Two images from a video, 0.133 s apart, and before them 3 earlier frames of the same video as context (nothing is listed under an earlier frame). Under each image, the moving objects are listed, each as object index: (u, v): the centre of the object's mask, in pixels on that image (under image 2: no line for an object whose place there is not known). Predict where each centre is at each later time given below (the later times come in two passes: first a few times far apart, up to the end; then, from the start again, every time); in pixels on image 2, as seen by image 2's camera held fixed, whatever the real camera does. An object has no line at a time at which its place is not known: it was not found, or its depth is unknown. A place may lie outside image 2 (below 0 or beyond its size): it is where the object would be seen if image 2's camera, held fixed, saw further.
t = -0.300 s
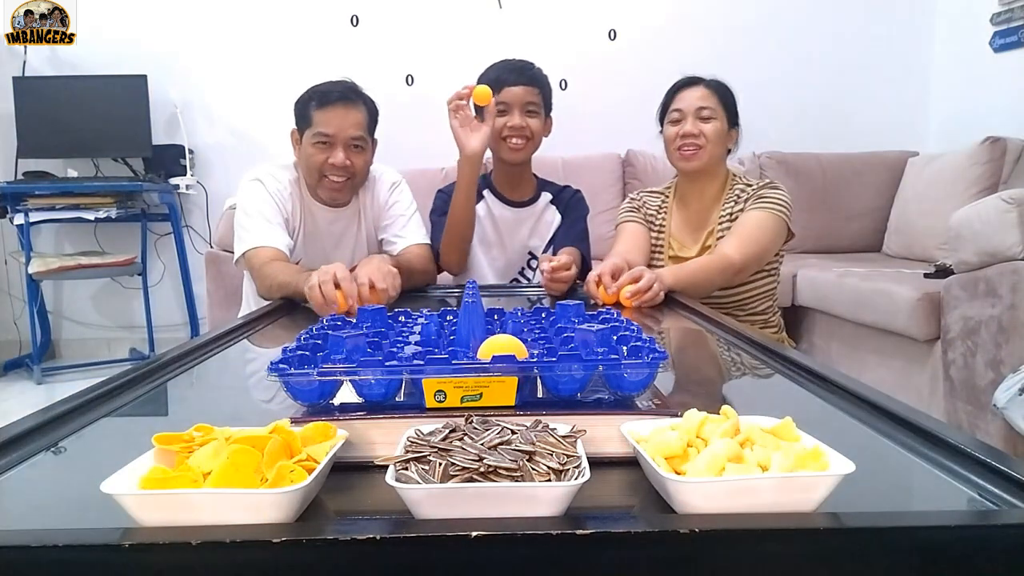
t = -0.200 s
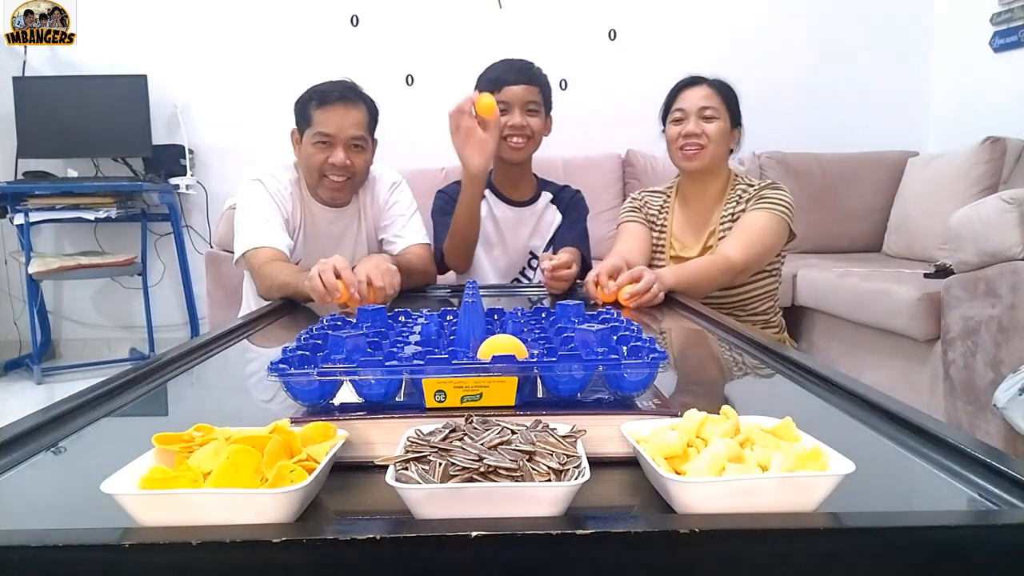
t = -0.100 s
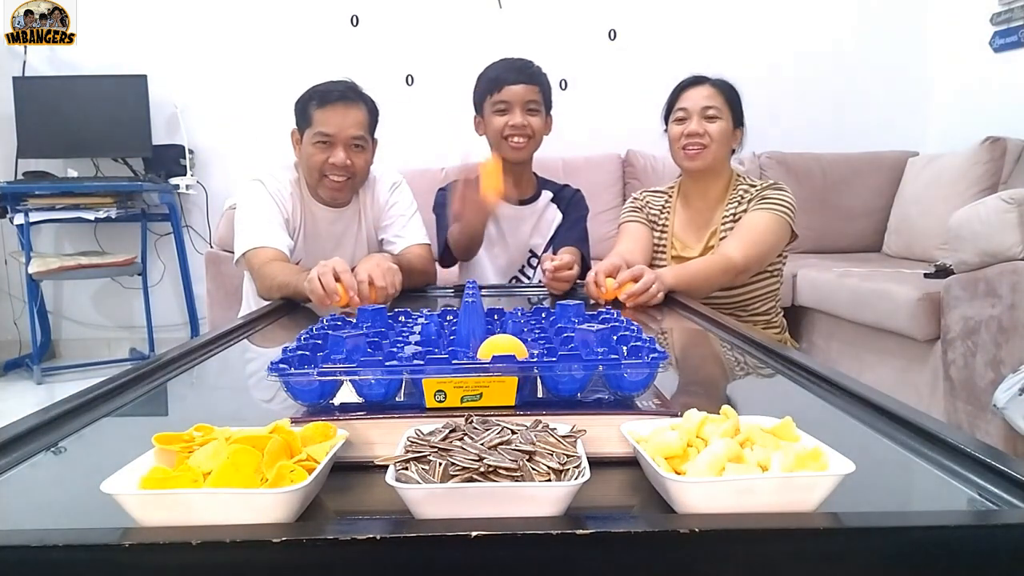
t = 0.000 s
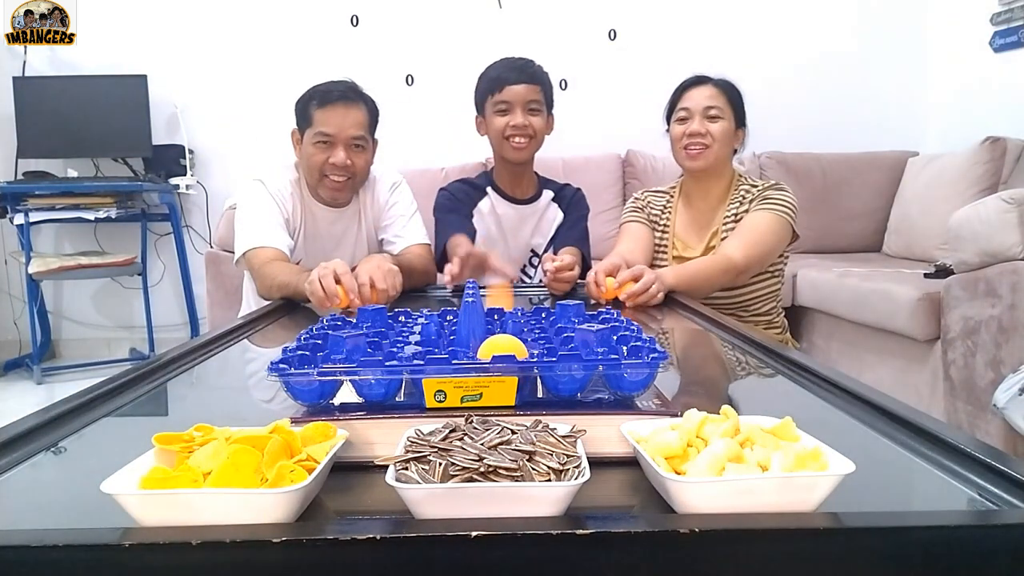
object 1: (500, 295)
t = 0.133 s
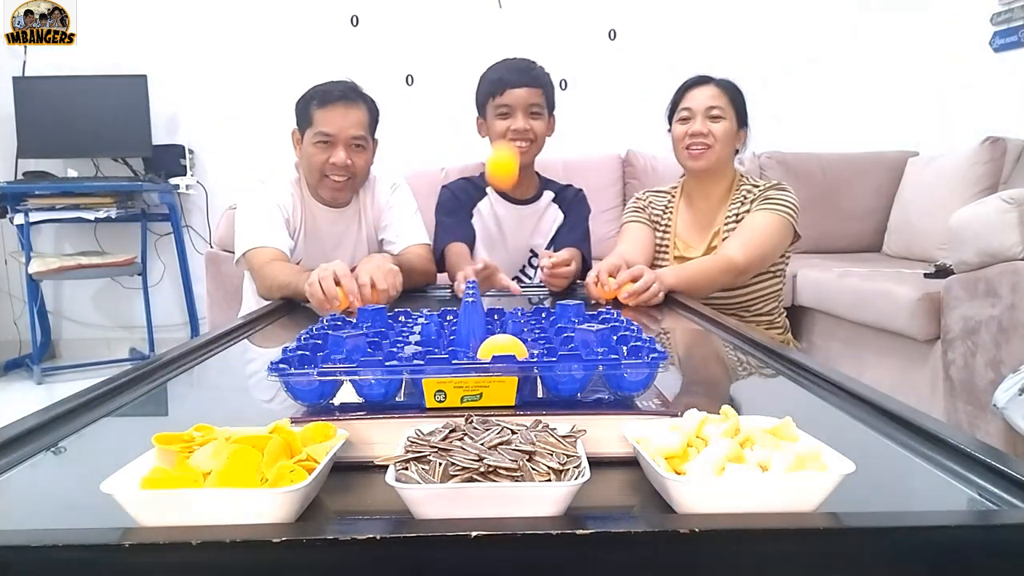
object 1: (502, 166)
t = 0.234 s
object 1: (508, 127)
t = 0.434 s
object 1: (525, 313)
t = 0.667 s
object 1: (568, 414)
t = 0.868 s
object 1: (694, 507)
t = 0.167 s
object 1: (505, 143)
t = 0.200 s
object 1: (506, 130)
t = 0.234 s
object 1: (508, 127)
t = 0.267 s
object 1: (511, 137)
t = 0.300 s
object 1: (514, 158)
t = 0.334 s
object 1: (518, 180)
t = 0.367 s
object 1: (520, 250)
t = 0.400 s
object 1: (524, 305)
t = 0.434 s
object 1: (525, 313)
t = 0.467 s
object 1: (528, 311)
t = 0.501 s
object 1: (533, 318)
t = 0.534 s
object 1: (537, 330)
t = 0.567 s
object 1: (542, 349)
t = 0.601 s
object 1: (548, 383)
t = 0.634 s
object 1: (555, 408)
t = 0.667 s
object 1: (568, 414)
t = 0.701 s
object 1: (585, 427)
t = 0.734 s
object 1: (604, 440)
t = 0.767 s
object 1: (625, 468)
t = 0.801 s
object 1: (642, 492)
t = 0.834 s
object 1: (665, 487)
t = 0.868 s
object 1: (694, 507)
